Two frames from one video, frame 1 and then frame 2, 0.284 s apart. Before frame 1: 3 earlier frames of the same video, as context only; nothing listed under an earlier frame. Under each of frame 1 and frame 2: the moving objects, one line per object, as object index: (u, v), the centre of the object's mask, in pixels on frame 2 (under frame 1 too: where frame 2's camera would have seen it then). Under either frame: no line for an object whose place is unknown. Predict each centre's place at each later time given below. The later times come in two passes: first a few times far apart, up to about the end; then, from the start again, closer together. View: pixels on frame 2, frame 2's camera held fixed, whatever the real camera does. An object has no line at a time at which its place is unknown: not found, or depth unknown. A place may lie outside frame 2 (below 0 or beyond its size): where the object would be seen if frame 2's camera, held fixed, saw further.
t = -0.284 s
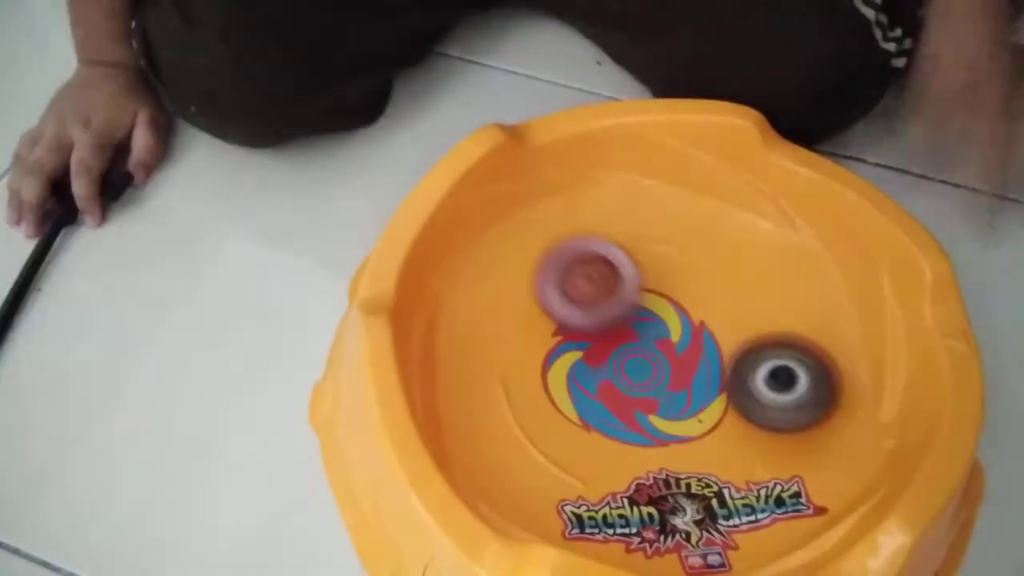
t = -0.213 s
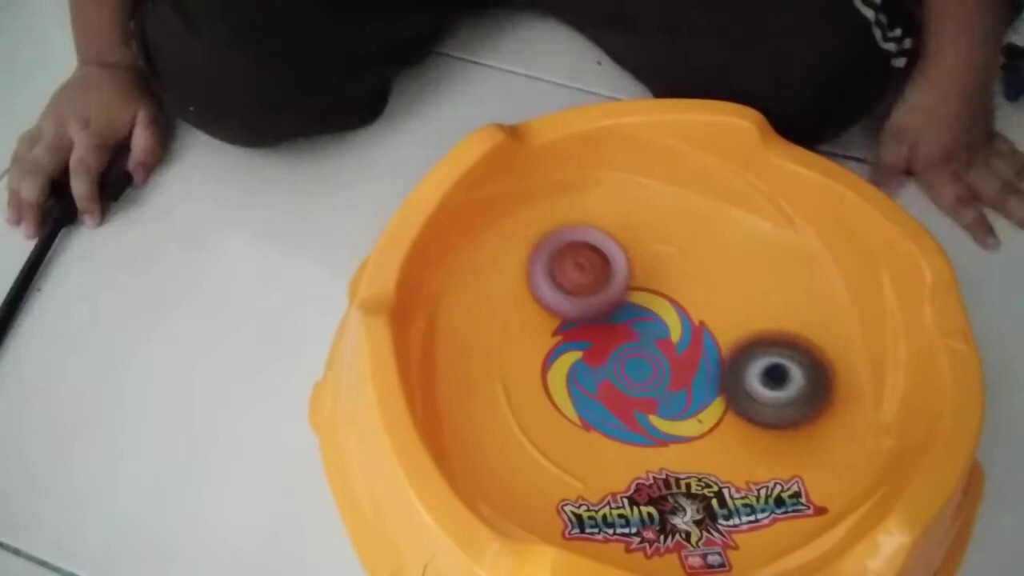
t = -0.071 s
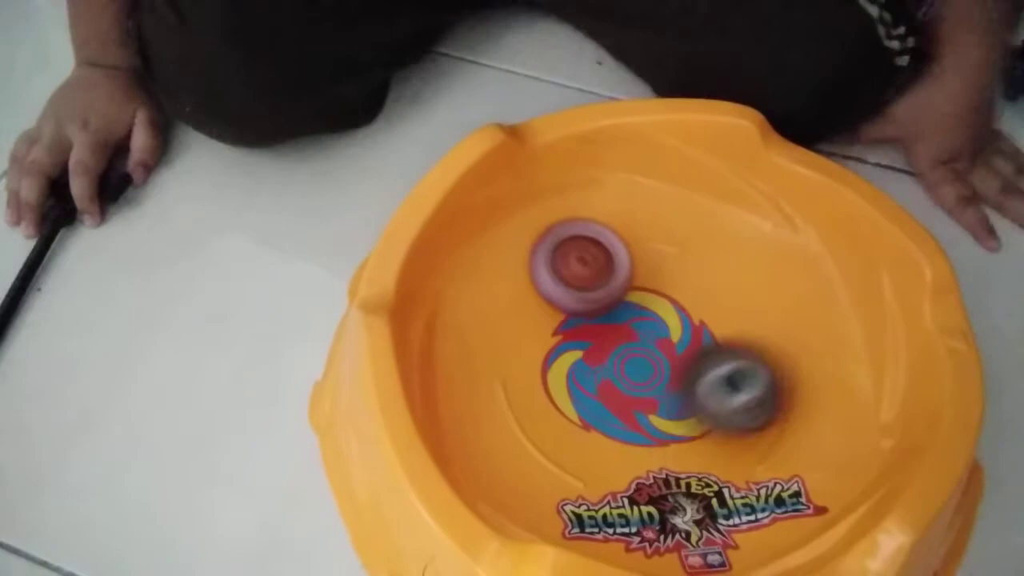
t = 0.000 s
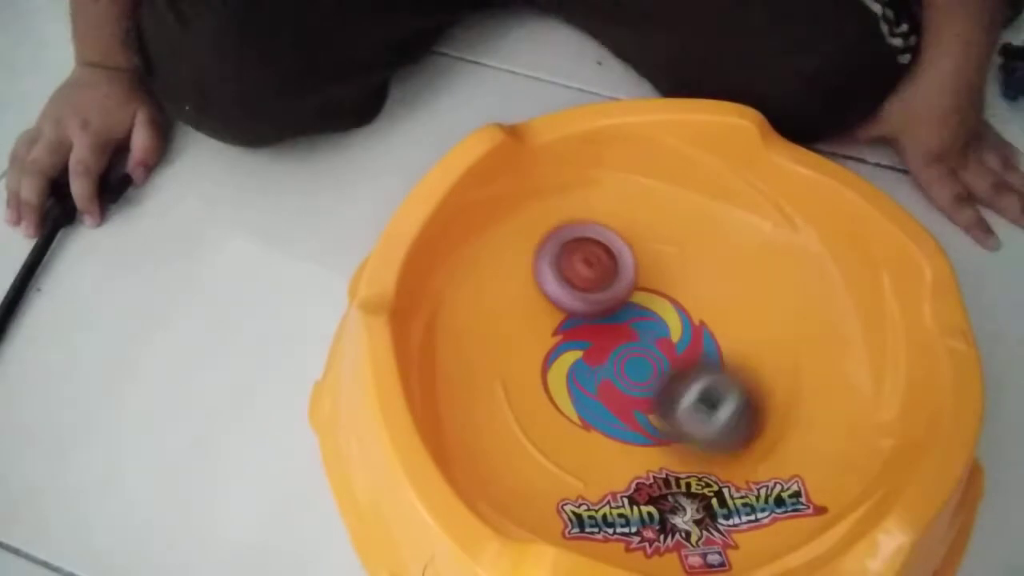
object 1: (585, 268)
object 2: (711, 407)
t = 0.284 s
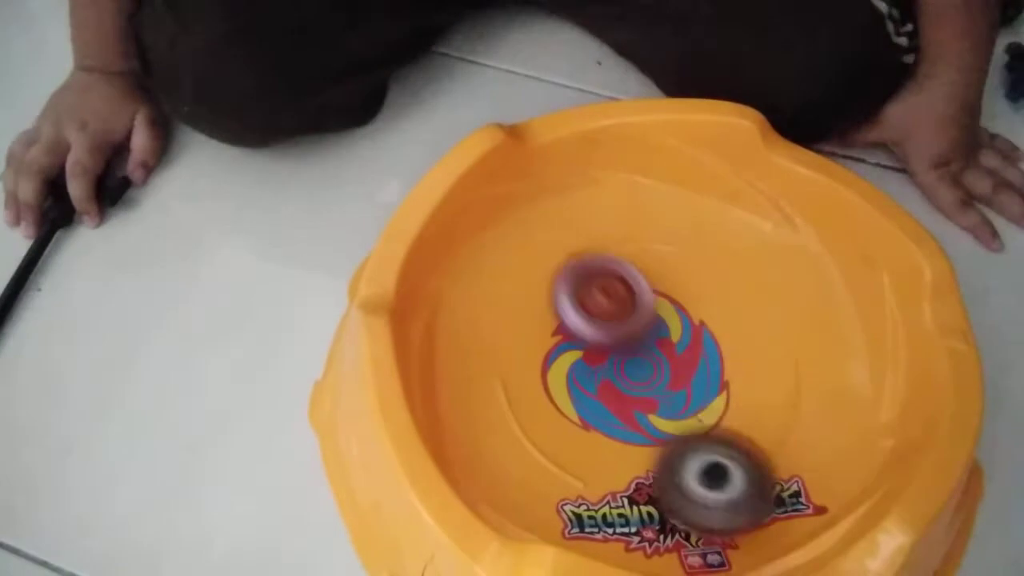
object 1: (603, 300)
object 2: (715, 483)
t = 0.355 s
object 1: (614, 316)
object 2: (725, 483)
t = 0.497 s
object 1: (636, 358)
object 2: (726, 463)
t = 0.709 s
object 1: (598, 310)
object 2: (802, 447)
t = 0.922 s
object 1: (623, 296)
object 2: (738, 368)
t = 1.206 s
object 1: (606, 235)
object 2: (683, 381)
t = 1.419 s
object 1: (622, 250)
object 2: (624, 408)
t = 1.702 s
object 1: (648, 301)
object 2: (612, 417)
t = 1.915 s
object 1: (691, 314)
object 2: (632, 445)
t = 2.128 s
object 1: (720, 343)
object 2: (636, 403)
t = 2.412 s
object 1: (733, 348)
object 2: (569, 362)
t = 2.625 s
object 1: (732, 344)
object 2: (546, 343)
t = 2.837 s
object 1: (716, 345)
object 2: (560, 336)
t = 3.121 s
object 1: (702, 348)
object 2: (593, 315)
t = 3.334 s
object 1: (721, 377)
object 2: (590, 292)
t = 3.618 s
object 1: (717, 395)
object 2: (636, 273)
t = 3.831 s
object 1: (700, 390)
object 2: (664, 271)
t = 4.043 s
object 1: (677, 383)
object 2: (698, 286)
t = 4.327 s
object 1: (636, 370)
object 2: (738, 302)
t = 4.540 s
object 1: (618, 356)
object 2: (729, 328)
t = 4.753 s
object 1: (592, 338)
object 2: (739, 361)
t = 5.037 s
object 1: (606, 332)
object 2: (740, 415)
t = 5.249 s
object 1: (625, 339)
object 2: (730, 408)
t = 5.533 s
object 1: (627, 320)
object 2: (714, 403)
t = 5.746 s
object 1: (621, 296)
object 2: (695, 405)
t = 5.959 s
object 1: (625, 283)
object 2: (674, 394)
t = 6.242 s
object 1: (631, 277)
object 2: (642, 378)
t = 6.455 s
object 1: (639, 278)
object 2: (628, 376)
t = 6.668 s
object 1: (652, 282)
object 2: (620, 375)
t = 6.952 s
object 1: (675, 292)
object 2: (616, 372)
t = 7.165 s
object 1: (703, 305)
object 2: (616, 372)
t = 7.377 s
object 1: (721, 322)
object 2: (621, 364)
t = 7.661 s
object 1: (737, 353)
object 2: (620, 347)
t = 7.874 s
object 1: (745, 369)
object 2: (609, 339)
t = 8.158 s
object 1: (740, 374)
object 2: (626, 334)
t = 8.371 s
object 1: (739, 386)
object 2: (629, 324)
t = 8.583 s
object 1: (742, 379)
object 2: (637, 325)
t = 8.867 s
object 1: (741, 398)
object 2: (625, 328)
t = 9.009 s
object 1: (730, 400)
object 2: (629, 333)
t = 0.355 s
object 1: (614, 316)
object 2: (725, 483)
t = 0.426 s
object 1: (627, 338)
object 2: (729, 475)
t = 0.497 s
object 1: (636, 358)
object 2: (726, 463)
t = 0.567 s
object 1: (621, 351)
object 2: (750, 469)
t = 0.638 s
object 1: (595, 324)
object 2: (787, 470)
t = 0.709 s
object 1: (598, 310)
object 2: (802, 447)
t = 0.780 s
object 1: (605, 302)
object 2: (791, 417)
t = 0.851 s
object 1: (613, 298)
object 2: (773, 396)
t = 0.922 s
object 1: (623, 296)
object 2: (738, 368)
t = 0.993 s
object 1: (603, 272)
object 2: (729, 375)
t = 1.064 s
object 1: (588, 249)
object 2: (729, 382)
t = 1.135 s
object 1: (591, 235)
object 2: (711, 380)
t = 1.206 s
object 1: (606, 235)
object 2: (683, 381)
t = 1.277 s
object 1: (613, 236)
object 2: (655, 387)
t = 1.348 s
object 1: (618, 240)
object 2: (636, 396)
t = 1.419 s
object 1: (622, 250)
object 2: (624, 408)
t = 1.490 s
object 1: (626, 262)
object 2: (620, 413)
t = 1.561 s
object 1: (632, 279)
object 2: (620, 413)
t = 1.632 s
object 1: (639, 298)
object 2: (621, 401)
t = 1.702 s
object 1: (648, 301)
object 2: (612, 417)
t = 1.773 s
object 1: (662, 297)
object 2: (613, 438)
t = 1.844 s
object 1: (678, 305)
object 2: (622, 446)
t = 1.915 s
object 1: (691, 314)
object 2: (632, 445)
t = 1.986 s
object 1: (701, 324)
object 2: (638, 434)
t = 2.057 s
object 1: (709, 335)
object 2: (643, 419)
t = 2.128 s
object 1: (720, 343)
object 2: (636, 403)
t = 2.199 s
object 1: (732, 348)
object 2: (619, 396)
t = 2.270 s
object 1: (737, 349)
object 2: (599, 383)
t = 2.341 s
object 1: (733, 349)
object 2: (584, 371)
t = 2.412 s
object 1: (733, 348)
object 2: (569, 362)
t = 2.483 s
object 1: (732, 348)
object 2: (558, 355)
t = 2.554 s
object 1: (732, 344)
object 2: (550, 349)
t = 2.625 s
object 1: (732, 344)
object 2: (546, 343)
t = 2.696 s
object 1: (726, 344)
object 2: (545, 339)
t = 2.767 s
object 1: (722, 344)
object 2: (550, 338)
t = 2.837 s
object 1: (716, 345)
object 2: (560, 336)
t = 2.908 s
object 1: (706, 346)
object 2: (575, 333)
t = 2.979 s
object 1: (703, 345)
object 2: (585, 328)
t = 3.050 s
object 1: (703, 346)
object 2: (586, 321)
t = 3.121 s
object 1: (702, 348)
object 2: (593, 315)
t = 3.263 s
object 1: (718, 368)
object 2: (584, 295)
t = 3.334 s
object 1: (721, 377)
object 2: (590, 292)
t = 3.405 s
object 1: (722, 384)
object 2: (602, 287)
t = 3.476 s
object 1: (721, 389)
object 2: (614, 281)
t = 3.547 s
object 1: (719, 393)
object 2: (625, 276)
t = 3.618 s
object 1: (717, 395)
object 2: (636, 273)
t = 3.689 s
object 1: (713, 397)
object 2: (646, 270)
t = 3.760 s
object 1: (707, 395)
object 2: (655, 268)
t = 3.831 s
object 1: (700, 390)
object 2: (664, 271)
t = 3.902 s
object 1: (693, 385)
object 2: (673, 276)
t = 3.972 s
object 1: (685, 382)
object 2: (683, 282)
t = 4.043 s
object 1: (677, 383)
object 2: (698, 286)
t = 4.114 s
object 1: (668, 379)
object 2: (712, 291)
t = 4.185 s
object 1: (658, 378)
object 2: (724, 297)
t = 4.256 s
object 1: (647, 374)
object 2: (734, 299)
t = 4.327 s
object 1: (636, 370)
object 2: (738, 302)
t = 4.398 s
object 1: (628, 365)
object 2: (736, 308)
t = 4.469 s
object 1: (623, 360)
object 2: (730, 315)
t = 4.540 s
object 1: (618, 356)
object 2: (729, 328)
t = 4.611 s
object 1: (603, 350)
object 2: (737, 340)
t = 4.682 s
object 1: (597, 344)
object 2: (738, 349)
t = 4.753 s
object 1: (592, 338)
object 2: (739, 361)
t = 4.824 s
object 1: (594, 335)
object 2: (735, 376)
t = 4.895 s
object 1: (597, 332)
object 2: (734, 396)
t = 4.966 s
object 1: (601, 332)
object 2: (737, 410)
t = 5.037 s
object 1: (606, 332)
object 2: (740, 415)
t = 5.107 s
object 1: (612, 335)
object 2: (741, 416)
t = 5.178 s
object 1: (618, 337)
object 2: (738, 412)
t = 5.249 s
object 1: (625, 339)
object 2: (730, 408)
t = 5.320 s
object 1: (624, 332)
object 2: (733, 410)
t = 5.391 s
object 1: (627, 328)
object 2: (732, 408)
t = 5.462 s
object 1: (628, 325)
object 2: (721, 403)
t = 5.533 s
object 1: (627, 320)
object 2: (714, 403)
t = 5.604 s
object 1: (627, 315)
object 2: (706, 399)
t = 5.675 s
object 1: (624, 308)
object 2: (698, 402)
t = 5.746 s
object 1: (621, 296)
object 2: (695, 405)
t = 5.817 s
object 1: (621, 287)
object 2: (690, 404)
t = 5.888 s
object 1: (623, 284)
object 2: (682, 401)
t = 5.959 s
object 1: (625, 283)
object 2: (674, 394)
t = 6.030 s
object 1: (626, 283)
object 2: (660, 384)
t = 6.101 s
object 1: (625, 276)
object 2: (655, 386)
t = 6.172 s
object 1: (628, 275)
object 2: (651, 384)
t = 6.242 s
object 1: (631, 277)
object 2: (642, 378)
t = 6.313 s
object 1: (632, 277)
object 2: (634, 376)
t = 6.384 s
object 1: (636, 277)
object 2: (631, 376)
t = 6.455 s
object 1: (639, 278)
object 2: (628, 376)
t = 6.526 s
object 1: (643, 279)
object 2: (625, 376)
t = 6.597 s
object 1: (647, 281)
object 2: (622, 376)
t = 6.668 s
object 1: (652, 282)
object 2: (620, 375)
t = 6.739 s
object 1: (657, 283)
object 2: (618, 374)
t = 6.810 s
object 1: (663, 285)
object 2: (616, 373)
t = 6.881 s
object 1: (670, 288)
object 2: (616, 373)
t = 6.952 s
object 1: (675, 292)
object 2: (616, 372)
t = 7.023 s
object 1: (682, 296)
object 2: (616, 371)
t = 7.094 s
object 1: (691, 301)
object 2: (616, 371)
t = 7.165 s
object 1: (703, 305)
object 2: (616, 372)
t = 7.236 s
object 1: (711, 311)
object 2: (616, 371)
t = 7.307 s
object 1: (716, 317)
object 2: (618, 369)
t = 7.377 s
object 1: (721, 322)
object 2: (621, 364)
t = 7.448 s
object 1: (727, 328)
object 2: (622, 362)
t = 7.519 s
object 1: (734, 335)
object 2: (623, 357)
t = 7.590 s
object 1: (737, 343)
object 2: (622, 350)
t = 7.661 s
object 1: (737, 353)
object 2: (620, 347)
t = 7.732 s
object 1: (742, 358)
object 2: (611, 344)
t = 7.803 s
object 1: (744, 364)
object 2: (608, 342)
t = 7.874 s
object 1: (745, 369)
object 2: (609, 339)
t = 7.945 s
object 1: (744, 373)
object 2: (612, 337)
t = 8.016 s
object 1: (741, 377)
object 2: (615, 337)
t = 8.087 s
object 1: (740, 377)
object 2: (619, 336)
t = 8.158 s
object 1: (740, 374)
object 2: (626, 334)
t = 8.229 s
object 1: (740, 375)
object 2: (625, 330)
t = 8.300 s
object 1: (741, 380)
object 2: (626, 326)
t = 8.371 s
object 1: (739, 386)
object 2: (629, 324)
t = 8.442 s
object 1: (738, 386)
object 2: (631, 323)
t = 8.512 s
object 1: (740, 382)
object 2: (633, 324)
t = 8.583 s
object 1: (742, 379)
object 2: (637, 325)
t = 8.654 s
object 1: (743, 381)
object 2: (633, 324)
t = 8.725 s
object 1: (746, 390)
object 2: (626, 324)
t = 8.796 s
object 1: (745, 395)
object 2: (625, 325)
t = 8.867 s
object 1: (741, 398)
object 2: (625, 328)
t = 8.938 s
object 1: (736, 399)
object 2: (627, 330)
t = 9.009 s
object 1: (730, 400)
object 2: (629, 333)
